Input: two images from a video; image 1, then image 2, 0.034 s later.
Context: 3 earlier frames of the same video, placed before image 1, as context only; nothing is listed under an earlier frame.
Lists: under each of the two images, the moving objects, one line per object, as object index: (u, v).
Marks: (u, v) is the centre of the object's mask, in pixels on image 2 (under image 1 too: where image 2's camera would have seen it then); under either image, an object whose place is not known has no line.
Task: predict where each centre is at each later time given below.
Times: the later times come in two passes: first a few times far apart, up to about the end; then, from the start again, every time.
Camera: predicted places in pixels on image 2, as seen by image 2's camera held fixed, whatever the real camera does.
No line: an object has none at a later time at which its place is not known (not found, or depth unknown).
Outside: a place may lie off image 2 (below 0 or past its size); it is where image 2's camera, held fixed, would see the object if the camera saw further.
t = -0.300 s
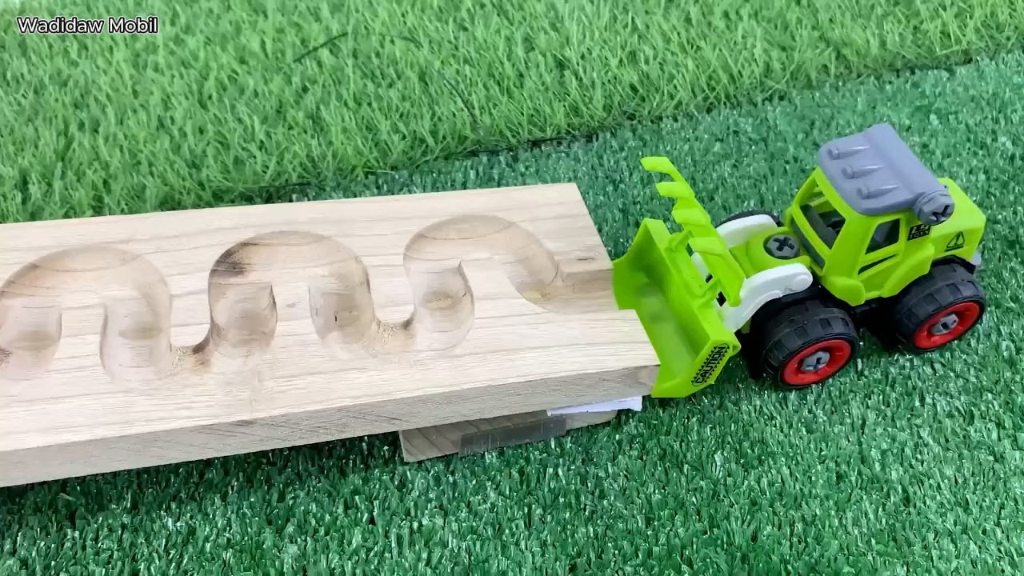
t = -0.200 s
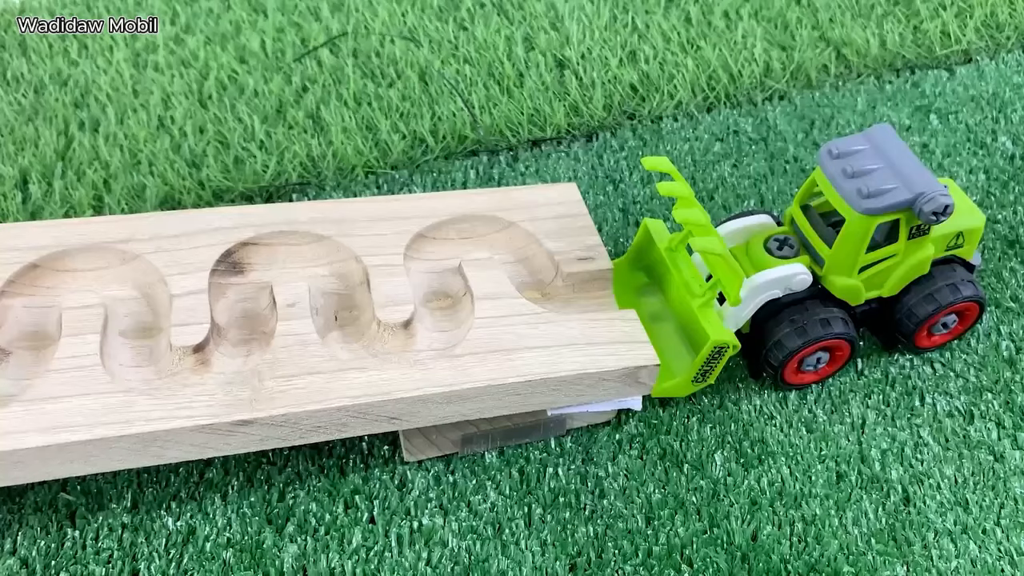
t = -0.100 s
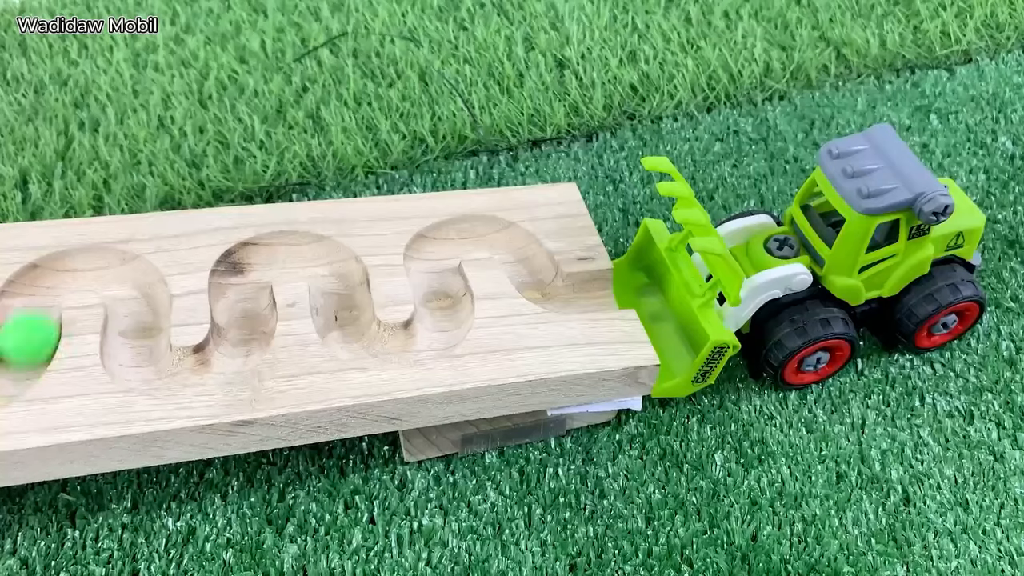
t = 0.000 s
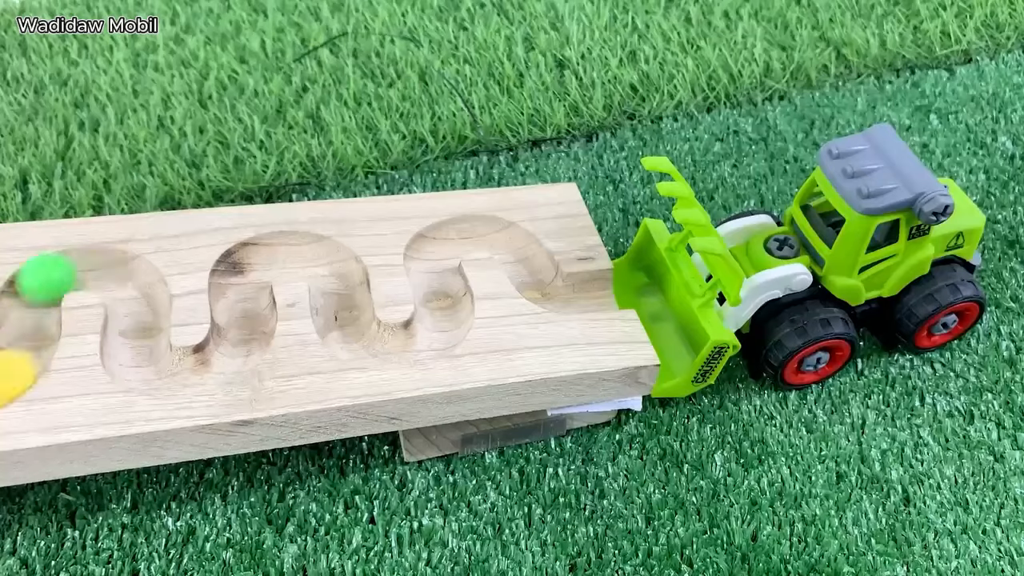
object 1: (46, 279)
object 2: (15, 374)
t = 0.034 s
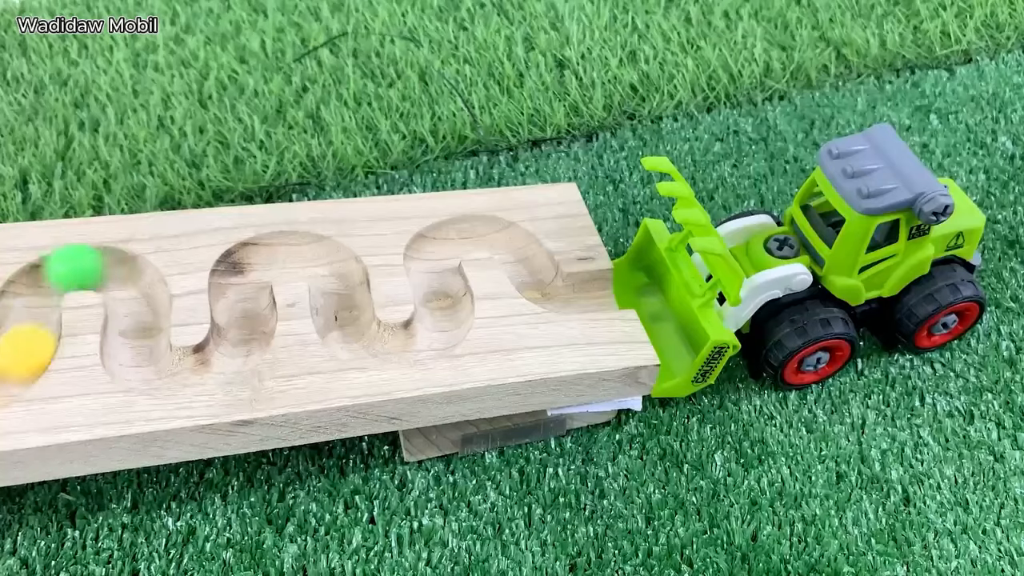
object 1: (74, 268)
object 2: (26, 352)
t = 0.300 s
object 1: (192, 373)
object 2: (142, 309)
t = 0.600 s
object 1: (332, 264)
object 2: (242, 290)
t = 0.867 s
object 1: (443, 325)
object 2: (346, 324)
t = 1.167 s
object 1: (535, 271)
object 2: (439, 244)
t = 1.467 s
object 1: (654, 321)
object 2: (615, 289)
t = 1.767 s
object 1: (676, 357)
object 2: (635, 281)
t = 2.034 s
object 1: (676, 358)
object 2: (639, 288)
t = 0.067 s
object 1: (106, 269)
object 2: (30, 326)
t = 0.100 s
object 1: (131, 278)
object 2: (27, 302)
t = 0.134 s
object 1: (141, 301)
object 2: (34, 286)
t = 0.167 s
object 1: (139, 325)
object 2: (58, 271)
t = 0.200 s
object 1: (136, 347)
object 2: (87, 267)
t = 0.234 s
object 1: (140, 366)
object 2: (119, 271)
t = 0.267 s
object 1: (163, 373)
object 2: (137, 286)
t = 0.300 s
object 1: (192, 373)
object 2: (142, 309)
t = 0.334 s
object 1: (223, 362)
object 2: (137, 333)
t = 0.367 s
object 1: (242, 342)
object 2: (136, 355)
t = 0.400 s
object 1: (247, 319)
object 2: (147, 369)
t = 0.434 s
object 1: (242, 295)
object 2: (172, 374)
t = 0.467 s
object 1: (241, 271)
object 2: (201, 370)
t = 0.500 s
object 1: (256, 258)
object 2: (229, 357)
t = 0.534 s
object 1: (282, 248)
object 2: (245, 336)
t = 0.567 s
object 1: (309, 252)
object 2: (247, 313)
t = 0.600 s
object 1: (332, 264)
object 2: (242, 290)
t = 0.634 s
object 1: (343, 282)
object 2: (241, 268)
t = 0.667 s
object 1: (341, 304)
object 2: (257, 257)
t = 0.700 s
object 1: (341, 322)
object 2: (284, 249)
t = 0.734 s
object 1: (352, 336)
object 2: (310, 252)
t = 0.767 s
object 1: (370, 345)
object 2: (334, 264)
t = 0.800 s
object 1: (397, 347)
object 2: (342, 283)
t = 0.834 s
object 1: (423, 341)
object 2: (343, 305)
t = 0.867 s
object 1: (443, 325)
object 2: (346, 324)
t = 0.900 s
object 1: (449, 303)
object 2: (355, 339)
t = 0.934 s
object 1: (441, 284)
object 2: (375, 346)
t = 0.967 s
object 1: (429, 262)
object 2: (403, 347)
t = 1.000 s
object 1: (433, 249)
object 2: (429, 338)
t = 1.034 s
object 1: (450, 238)
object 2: (446, 319)
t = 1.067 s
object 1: (475, 233)
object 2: (447, 296)
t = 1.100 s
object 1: (500, 235)
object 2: (436, 276)
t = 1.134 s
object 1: (523, 252)
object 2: (428, 255)
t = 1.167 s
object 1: (535, 271)
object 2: (439, 244)
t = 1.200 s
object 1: (545, 288)
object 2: (458, 234)
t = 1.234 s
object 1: (563, 293)
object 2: (486, 232)
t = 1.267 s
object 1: (582, 294)
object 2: (511, 240)
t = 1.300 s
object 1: (604, 291)
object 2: (529, 258)
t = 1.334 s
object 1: (629, 288)
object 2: (540, 279)
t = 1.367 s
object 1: (653, 299)
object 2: (552, 289)
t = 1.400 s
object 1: (657, 320)
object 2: (570, 294)
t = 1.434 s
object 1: (653, 319)
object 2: (590, 293)
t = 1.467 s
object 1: (654, 321)
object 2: (615, 289)
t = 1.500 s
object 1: (661, 327)
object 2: (638, 288)
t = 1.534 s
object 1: (667, 331)
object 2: (652, 289)
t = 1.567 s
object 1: (668, 338)
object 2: (649, 295)
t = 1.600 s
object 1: (670, 345)
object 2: (641, 293)
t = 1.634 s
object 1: (676, 352)
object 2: (638, 286)
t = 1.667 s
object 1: (676, 358)
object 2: (634, 279)
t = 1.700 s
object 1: (676, 358)
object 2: (635, 280)
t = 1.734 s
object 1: (676, 357)
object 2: (635, 281)
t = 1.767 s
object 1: (676, 357)
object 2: (635, 281)
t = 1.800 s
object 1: (676, 357)
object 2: (635, 282)
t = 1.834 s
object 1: (676, 357)
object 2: (636, 282)
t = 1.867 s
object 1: (676, 358)
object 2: (636, 282)
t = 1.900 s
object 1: (676, 358)
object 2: (636, 283)
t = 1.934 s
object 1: (676, 358)
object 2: (637, 284)
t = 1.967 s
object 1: (676, 358)
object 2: (638, 285)
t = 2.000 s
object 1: (676, 358)
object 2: (638, 287)
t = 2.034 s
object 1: (676, 358)
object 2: (639, 288)
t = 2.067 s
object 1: (676, 358)
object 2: (640, 289)
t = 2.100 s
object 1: (676, 358)
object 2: (641, 290)
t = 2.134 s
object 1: (676, 358)
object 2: (642, 292)
